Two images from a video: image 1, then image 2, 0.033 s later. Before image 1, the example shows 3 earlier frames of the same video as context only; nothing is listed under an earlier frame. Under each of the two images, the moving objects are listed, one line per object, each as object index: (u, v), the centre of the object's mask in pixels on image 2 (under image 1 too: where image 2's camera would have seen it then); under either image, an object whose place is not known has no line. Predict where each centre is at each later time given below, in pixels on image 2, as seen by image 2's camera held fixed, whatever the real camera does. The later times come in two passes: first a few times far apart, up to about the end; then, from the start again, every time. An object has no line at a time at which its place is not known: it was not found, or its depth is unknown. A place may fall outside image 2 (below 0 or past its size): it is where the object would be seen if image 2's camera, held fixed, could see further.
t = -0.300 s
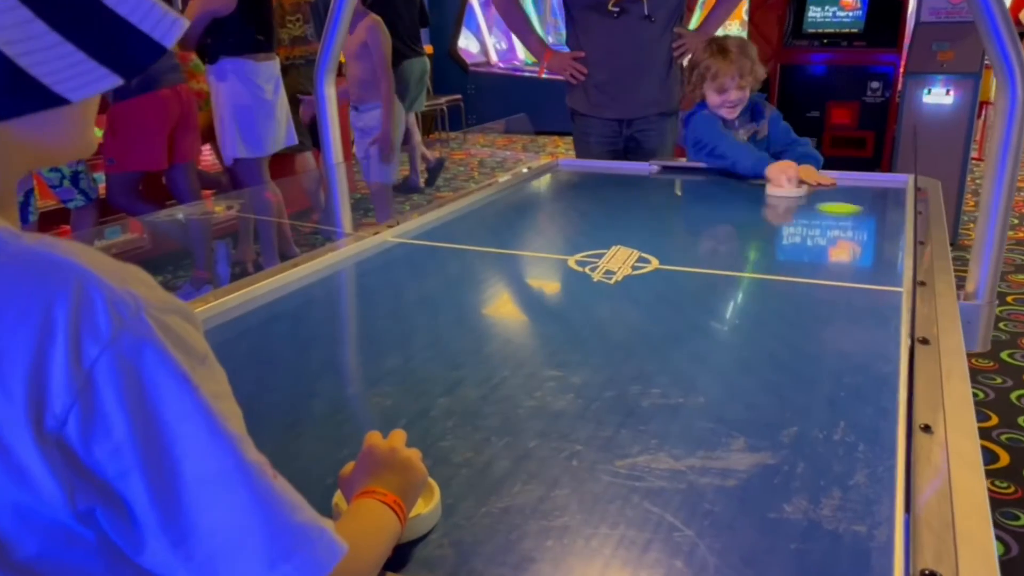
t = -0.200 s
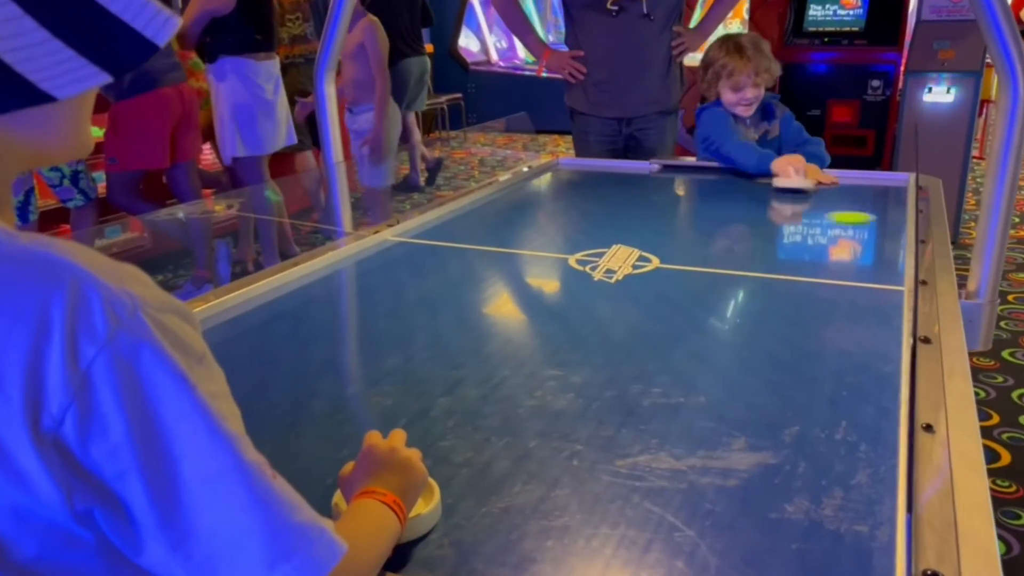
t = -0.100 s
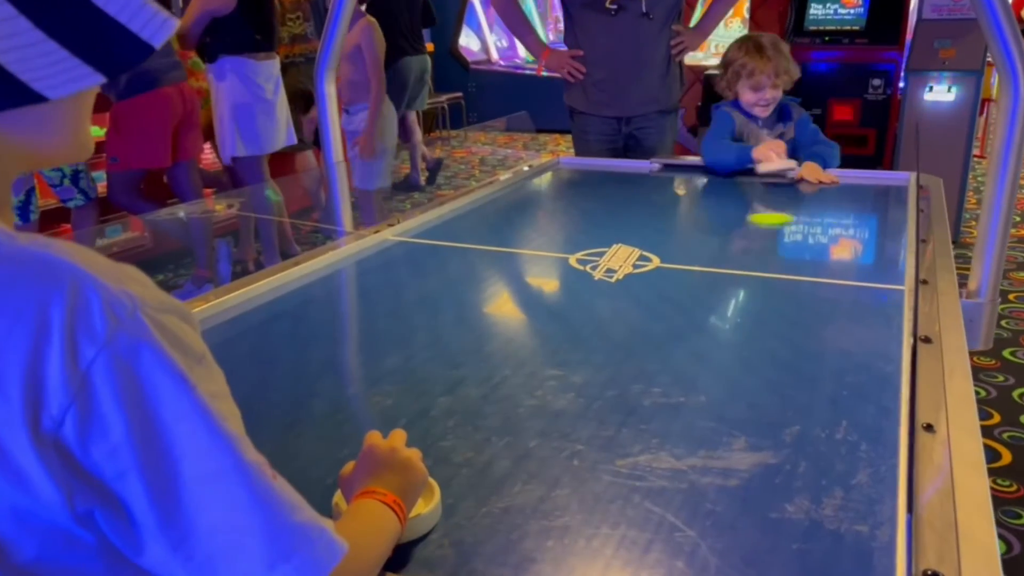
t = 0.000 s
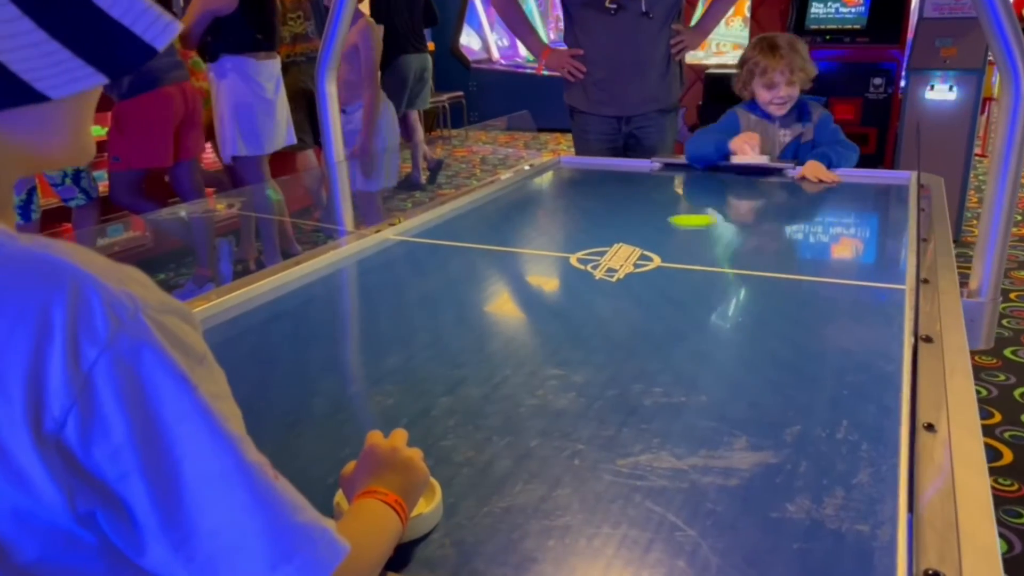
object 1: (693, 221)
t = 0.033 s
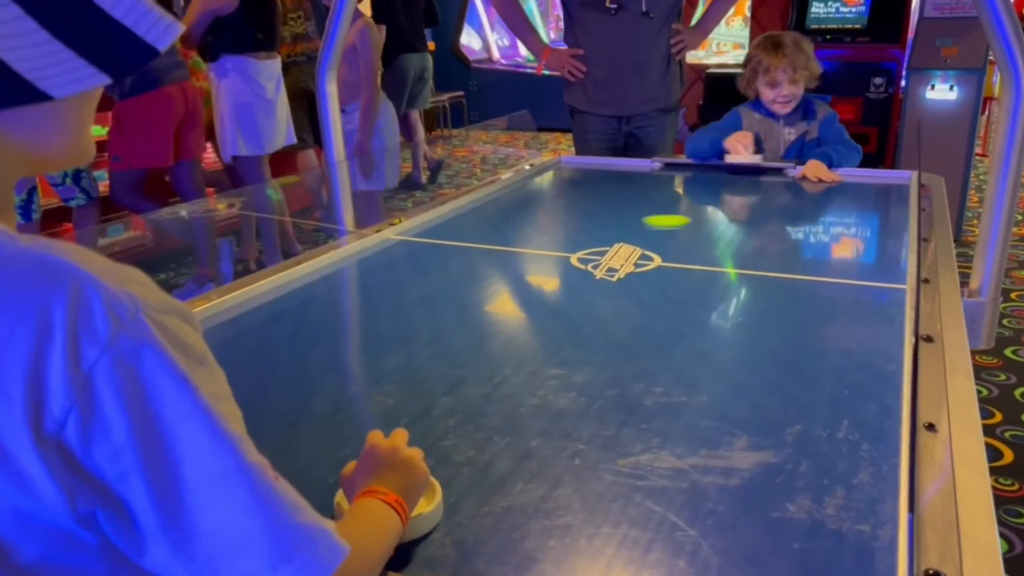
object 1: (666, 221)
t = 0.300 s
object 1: (459, 227)
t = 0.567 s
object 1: (538, 248)
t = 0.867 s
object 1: (726, 286)
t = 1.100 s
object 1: (833, 314)
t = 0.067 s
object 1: (640, 223)
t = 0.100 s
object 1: (614, 223)
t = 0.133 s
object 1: (588, 224)
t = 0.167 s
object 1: (563, 224)
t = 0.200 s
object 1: (537, 225)
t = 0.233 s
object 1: (511, 226)
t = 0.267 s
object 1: (485, 227)
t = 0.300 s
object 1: (459, 227)
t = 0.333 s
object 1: (434, 228)
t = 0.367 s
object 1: (442, 230)
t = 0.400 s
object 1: (457, 233)
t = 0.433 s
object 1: (472, 236)
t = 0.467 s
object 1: (488, 239)
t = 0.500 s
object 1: (503, 242)
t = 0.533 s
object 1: (521, 245)
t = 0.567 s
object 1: (538, 248)
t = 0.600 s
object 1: (556, 252)
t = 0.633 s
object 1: (575, 256)
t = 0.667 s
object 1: (593, 260)
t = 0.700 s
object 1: (613, 264)
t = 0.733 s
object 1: (636, 268)
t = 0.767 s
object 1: (658, 272)
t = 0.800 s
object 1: (678, 276)
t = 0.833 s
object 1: (701, 281)
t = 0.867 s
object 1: (726, 286)
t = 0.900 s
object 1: (750, 290)
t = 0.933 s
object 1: (777, 295)
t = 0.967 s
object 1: (804, 301)
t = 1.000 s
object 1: (832, 307)
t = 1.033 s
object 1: (862, 312)
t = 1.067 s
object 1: (860, 315)
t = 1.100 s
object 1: (833, 314)
